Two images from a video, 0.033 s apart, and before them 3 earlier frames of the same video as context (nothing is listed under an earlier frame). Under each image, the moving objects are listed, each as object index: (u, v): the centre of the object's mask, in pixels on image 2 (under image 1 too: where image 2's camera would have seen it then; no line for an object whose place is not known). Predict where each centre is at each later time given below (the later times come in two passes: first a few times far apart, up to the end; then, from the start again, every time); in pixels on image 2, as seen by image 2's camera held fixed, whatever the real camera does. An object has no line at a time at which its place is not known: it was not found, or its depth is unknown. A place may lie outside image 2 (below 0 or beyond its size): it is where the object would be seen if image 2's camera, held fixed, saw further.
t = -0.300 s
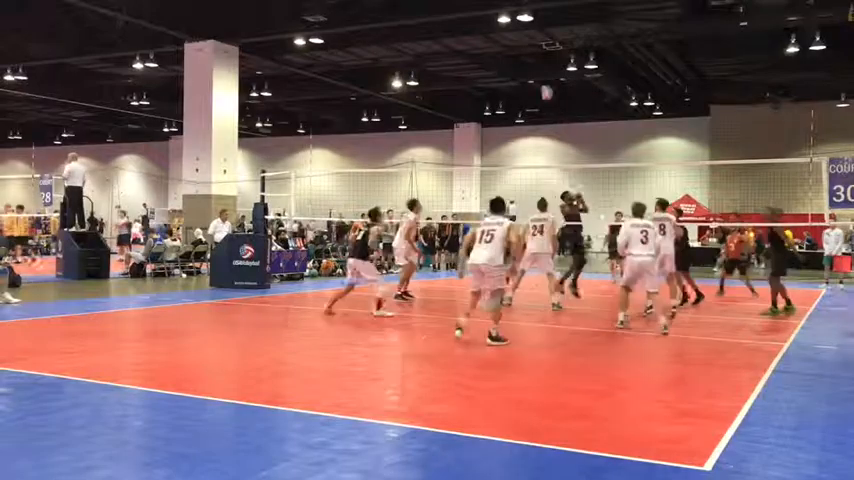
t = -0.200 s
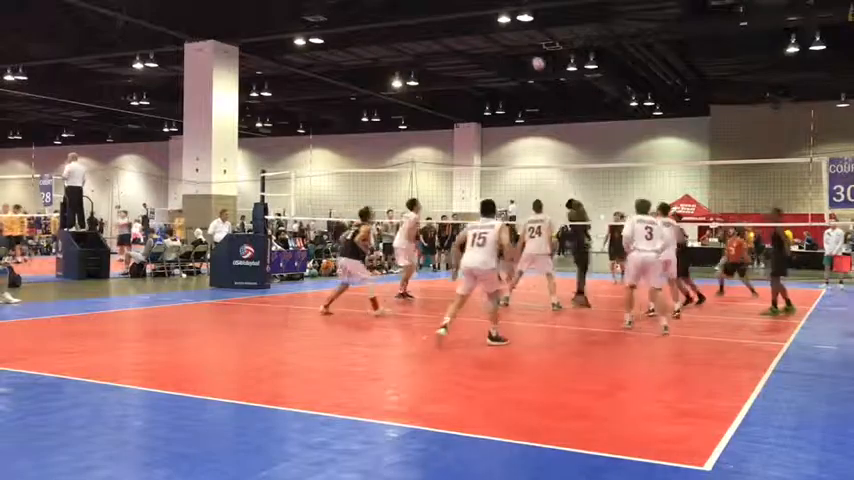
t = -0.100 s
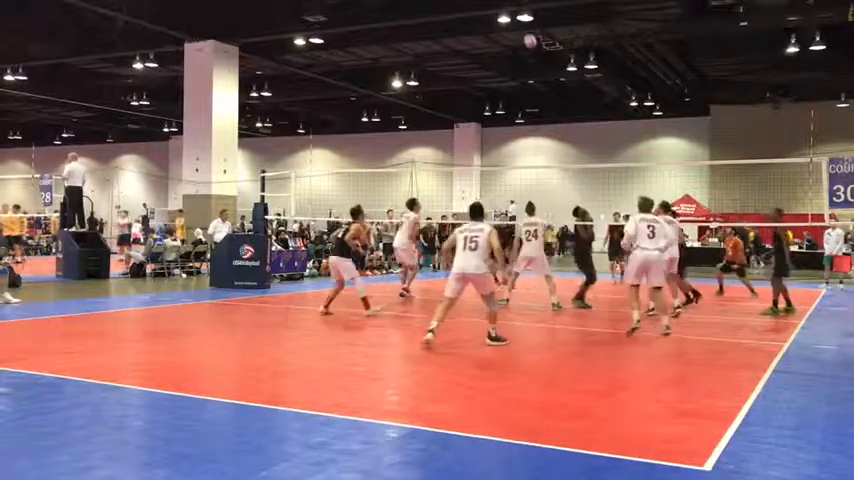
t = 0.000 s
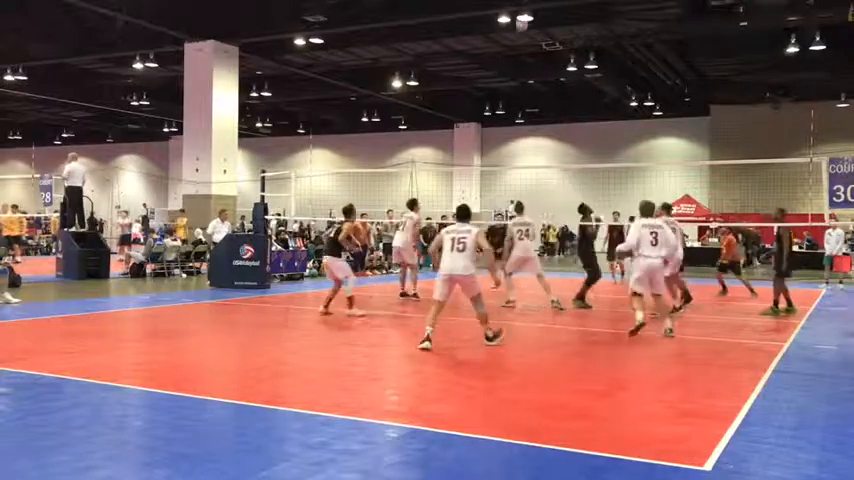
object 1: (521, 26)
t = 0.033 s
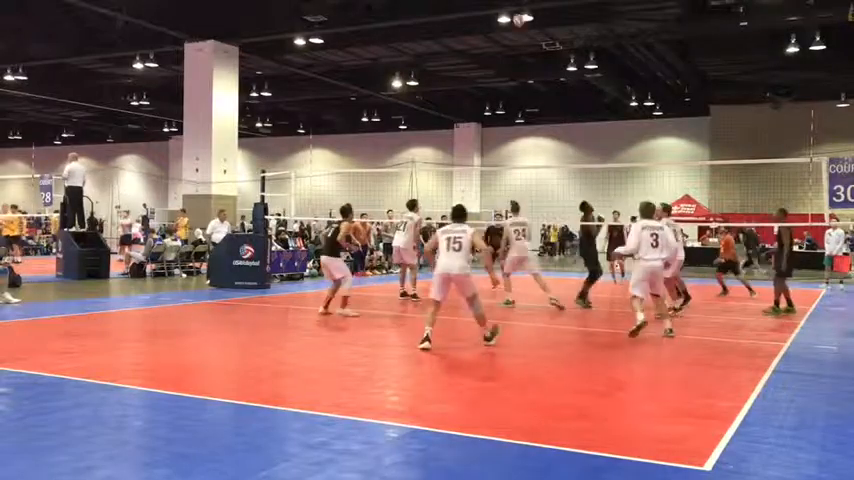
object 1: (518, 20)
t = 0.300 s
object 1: (497, 7)
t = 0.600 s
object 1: (475, 35)
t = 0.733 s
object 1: (465, 59)
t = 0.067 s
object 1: (516, 17)
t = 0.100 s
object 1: (513, 13)
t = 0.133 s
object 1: (511, 10)
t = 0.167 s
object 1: (508, 9)
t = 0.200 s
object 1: (505, 8)
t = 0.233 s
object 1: (503, 7)
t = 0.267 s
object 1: (500, 7)
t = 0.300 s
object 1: (497, 7)
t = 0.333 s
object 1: (495, 8)
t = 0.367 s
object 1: (493, 10)
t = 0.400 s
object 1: (490, 12)
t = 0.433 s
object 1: (489, 13)
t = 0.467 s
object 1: (484, 18)
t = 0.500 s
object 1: (482, 21)
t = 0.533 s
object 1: (480, 26)
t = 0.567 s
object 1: (477, 30)
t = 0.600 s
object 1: (475, 35)
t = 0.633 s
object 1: (472, 40)
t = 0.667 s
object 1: (470, 46)
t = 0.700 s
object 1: (468, 52)
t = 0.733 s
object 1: (465, 59)
